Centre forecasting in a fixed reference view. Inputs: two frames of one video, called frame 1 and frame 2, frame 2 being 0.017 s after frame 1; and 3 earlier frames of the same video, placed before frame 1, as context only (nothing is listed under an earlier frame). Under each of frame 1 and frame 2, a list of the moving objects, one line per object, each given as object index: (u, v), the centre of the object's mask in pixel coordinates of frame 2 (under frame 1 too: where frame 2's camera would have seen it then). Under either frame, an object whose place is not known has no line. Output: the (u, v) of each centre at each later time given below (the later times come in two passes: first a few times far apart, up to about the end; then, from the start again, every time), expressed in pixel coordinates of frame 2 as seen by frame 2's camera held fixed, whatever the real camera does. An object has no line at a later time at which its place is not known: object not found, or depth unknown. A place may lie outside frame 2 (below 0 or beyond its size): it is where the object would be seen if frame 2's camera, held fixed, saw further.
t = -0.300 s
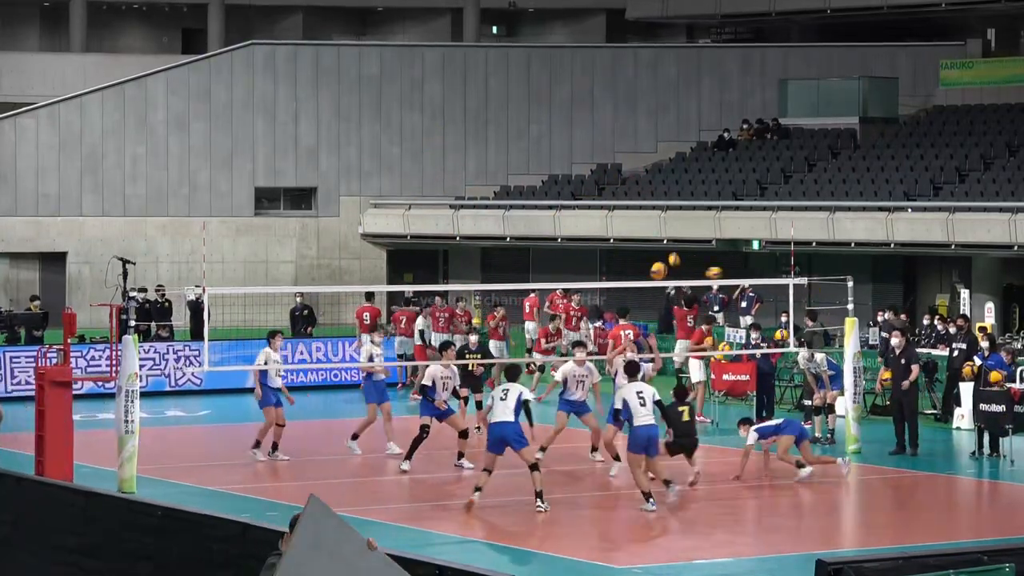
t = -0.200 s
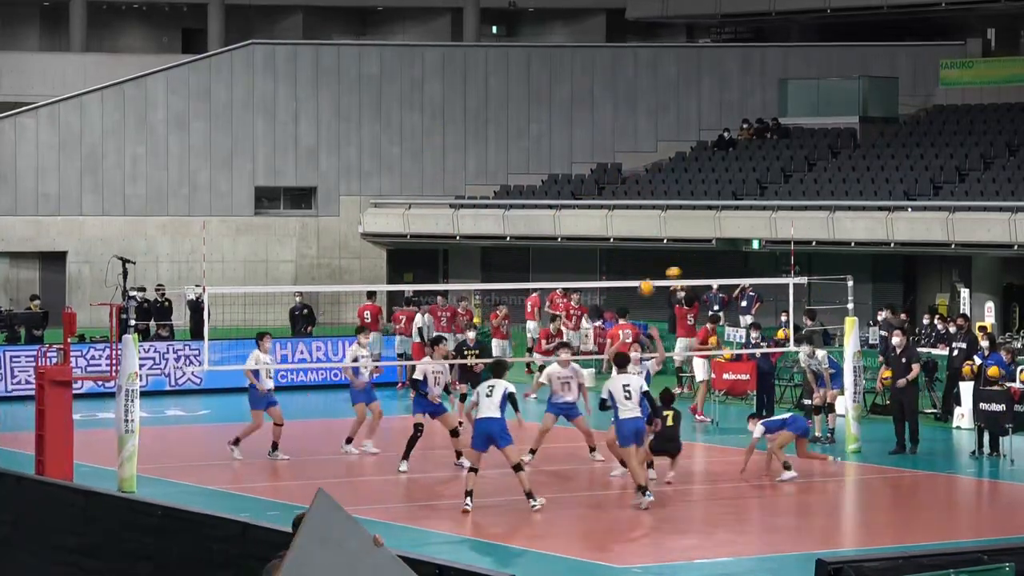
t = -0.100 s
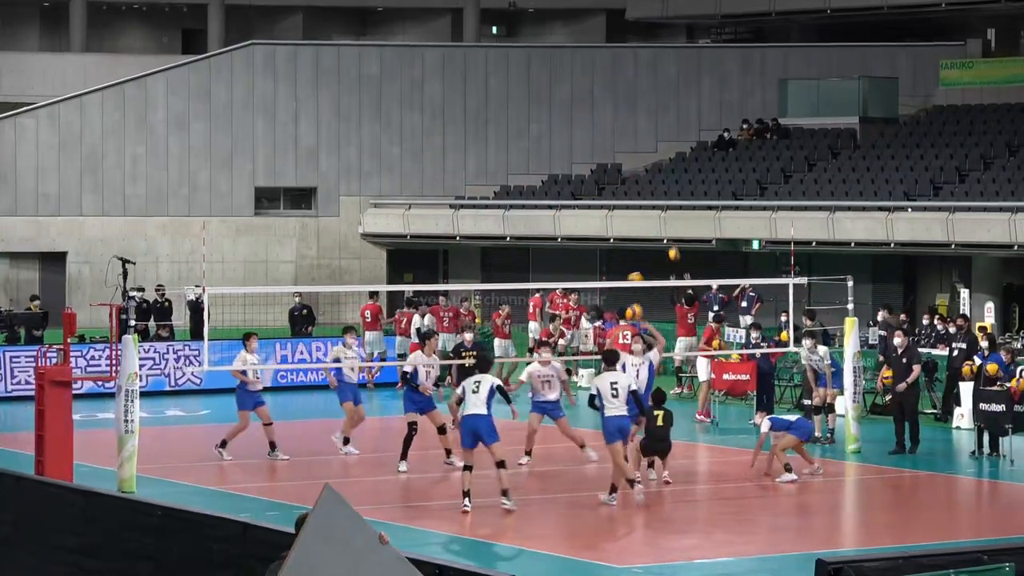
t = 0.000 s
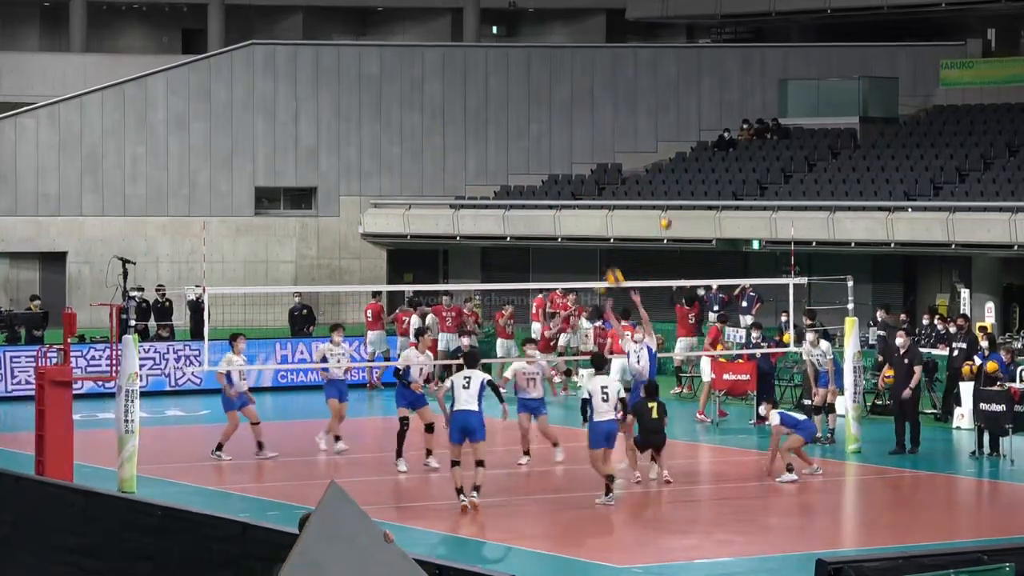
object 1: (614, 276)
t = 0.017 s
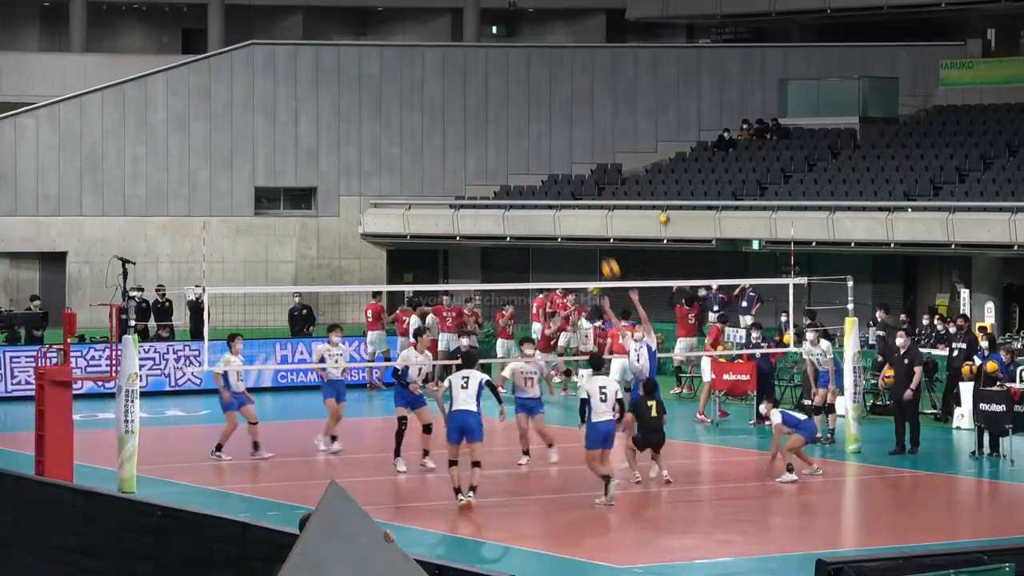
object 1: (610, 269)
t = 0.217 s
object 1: (556, 165)
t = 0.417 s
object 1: (503, 94)
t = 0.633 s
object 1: (448, 54)
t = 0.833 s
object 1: (395, 51)
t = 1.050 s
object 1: (341, 83)
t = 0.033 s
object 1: (605, 260)
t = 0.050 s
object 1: (602, 250)
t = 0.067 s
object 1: (597, 241)
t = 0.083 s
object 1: (593, 231)
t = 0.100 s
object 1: (588, 223)
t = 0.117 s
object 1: (583, 212)
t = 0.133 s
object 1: (579, 203)
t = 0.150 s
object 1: (574, 195)
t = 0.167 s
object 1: (570, 188)
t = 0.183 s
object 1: (566, 181)
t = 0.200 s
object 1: (561, 173)
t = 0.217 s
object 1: (556, 165)
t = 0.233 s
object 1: (552, 157)
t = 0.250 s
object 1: (548, 151)
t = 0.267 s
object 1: (543, 145)
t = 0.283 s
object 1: (539, 138)
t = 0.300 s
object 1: (534, 132)
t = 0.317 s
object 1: (530, 125)
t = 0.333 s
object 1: (525, 119)
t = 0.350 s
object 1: (521, 115)
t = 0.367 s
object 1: (516, 109)
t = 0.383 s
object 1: (512, 104)
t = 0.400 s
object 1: (508, 99)
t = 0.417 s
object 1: (503, 94)
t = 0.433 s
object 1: (499, 90)
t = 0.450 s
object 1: (495, 86)
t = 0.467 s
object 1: (491, 82)
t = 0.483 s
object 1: (487, 78)
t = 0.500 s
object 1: (482, 74)
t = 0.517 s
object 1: (477, 71)
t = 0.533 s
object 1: (474, 68)
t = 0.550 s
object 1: (469, 65)
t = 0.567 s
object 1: (464, 63)
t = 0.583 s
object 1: (460, 60)
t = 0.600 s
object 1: (456, 58)
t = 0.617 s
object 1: (452, 56)
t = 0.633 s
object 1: (448, 54)
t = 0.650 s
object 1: (443, 53)
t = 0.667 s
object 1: (438, 51)
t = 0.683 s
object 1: (434, 50)
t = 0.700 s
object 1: (430, 49)
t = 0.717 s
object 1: (425, 49)
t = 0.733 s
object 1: (421, 48)
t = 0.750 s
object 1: (417, 48)
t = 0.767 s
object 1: (412, 48)
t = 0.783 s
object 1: (409, 49)
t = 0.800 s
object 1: (404, 49)
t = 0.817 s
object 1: (400, 50)
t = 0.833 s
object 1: (395, 51)
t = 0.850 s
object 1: (391, 52)
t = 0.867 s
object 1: (387, 54)
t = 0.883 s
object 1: (382, 55)
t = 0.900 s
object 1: (378, 57)
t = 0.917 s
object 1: (374, 59)
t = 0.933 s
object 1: (370, 62)
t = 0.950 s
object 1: (366, 64)
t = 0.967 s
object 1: (361, 67)
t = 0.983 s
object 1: (357, 70)
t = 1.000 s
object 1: (354, 73)
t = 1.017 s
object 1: (349, 76)
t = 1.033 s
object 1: (345, 80)
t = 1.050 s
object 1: (341, 83)
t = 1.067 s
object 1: (337, 87)
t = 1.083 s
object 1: (333, 91)
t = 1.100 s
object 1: (329, 95)
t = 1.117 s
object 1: (325, 101)
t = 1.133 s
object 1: (321, 106)
